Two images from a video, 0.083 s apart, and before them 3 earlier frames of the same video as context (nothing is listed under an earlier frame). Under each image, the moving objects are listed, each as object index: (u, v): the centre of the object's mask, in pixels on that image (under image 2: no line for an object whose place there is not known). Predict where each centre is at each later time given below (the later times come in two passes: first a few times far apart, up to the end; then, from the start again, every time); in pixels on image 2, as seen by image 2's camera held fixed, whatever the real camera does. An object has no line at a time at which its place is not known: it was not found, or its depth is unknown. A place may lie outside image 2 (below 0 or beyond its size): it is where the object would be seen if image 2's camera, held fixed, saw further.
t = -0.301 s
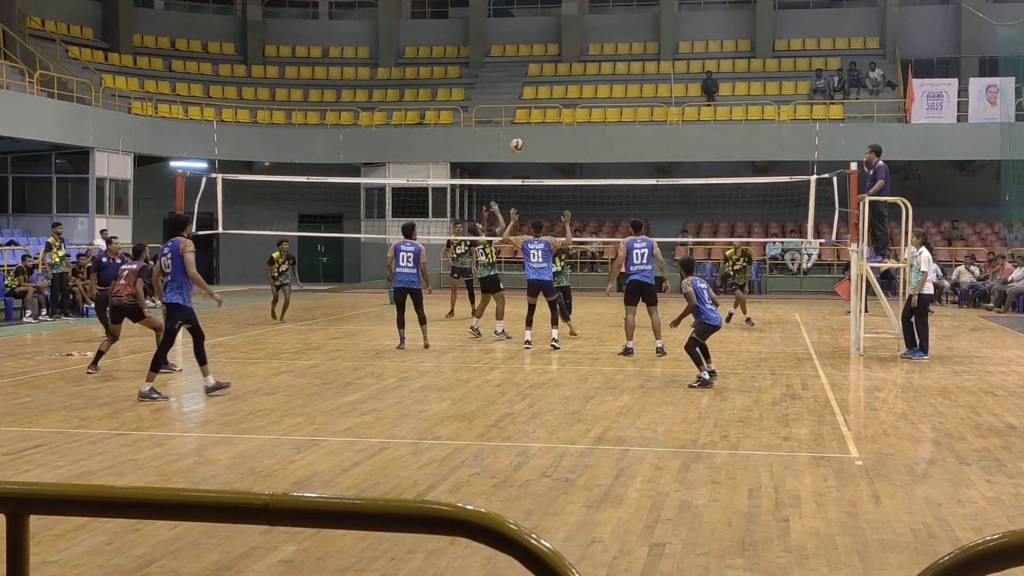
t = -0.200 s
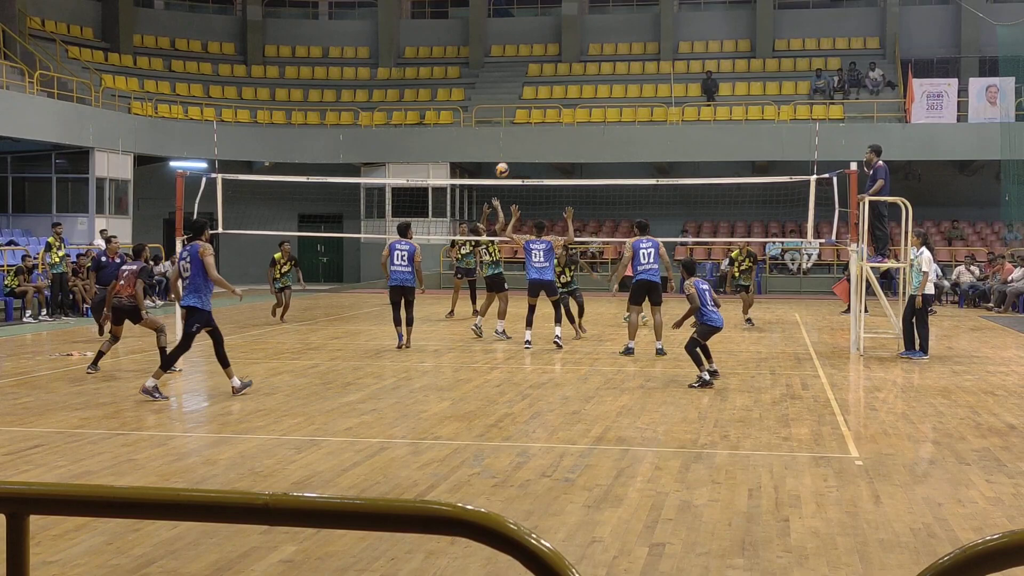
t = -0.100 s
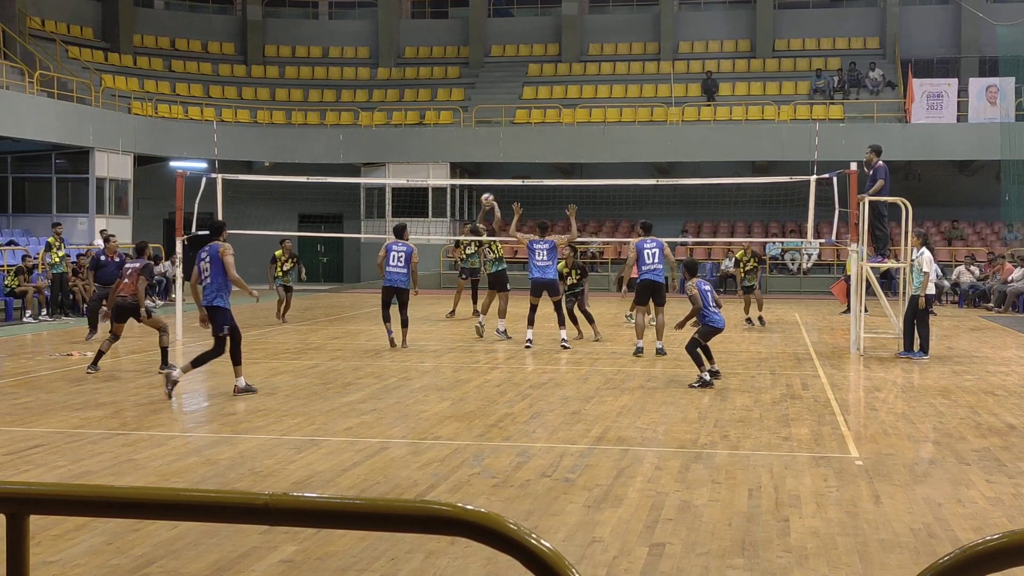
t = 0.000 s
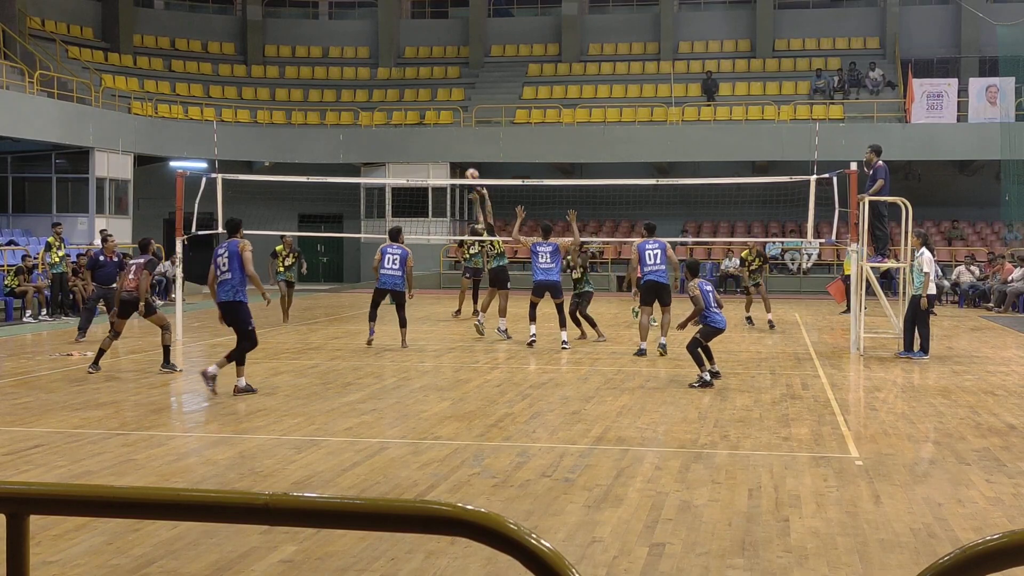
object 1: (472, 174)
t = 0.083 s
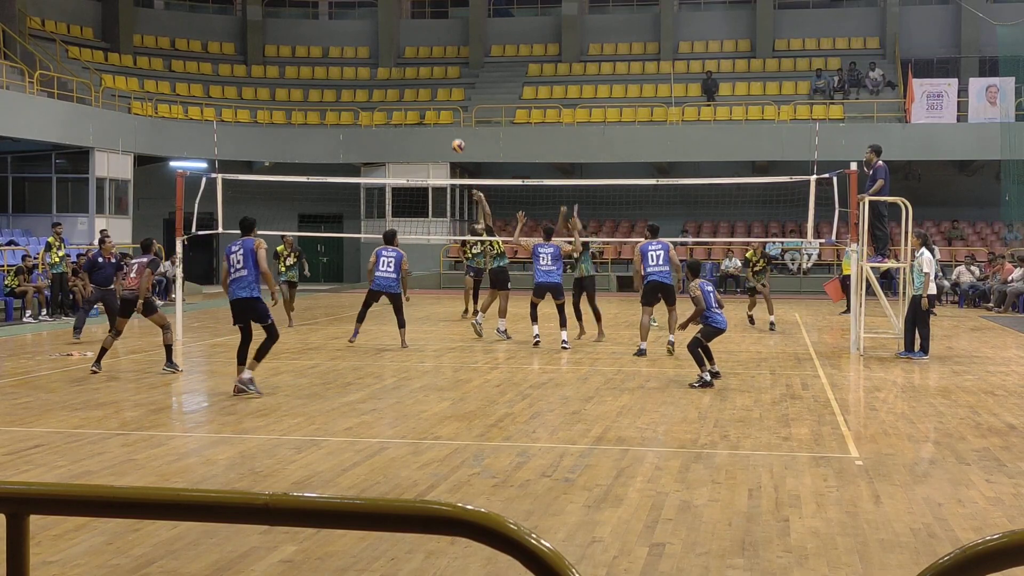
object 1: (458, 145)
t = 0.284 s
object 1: (425, 94)
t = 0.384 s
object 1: (409, 77)
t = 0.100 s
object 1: (455, 140)
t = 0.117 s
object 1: (453, 135)
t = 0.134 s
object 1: (450, 130)
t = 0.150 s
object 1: (447, 125)
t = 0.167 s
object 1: (445, 120)
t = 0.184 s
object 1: (441, 116)
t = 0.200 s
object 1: (439, 112)
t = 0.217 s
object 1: (436, 108)
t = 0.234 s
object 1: (433, 104)
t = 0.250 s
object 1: (430, 100)
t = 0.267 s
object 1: (428, 97)
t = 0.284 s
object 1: (425, 94)
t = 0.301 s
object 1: (423, 90)
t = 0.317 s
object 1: (420, 87)
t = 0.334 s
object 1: (417, 85)
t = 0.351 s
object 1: (414, 82)
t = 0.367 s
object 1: (412, 80)
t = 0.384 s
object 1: (409, 77)
